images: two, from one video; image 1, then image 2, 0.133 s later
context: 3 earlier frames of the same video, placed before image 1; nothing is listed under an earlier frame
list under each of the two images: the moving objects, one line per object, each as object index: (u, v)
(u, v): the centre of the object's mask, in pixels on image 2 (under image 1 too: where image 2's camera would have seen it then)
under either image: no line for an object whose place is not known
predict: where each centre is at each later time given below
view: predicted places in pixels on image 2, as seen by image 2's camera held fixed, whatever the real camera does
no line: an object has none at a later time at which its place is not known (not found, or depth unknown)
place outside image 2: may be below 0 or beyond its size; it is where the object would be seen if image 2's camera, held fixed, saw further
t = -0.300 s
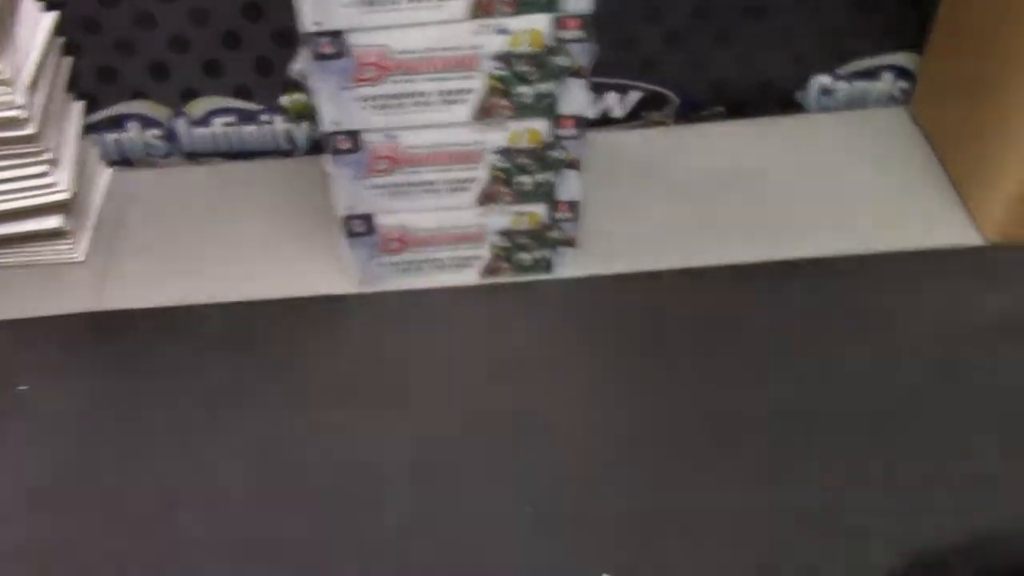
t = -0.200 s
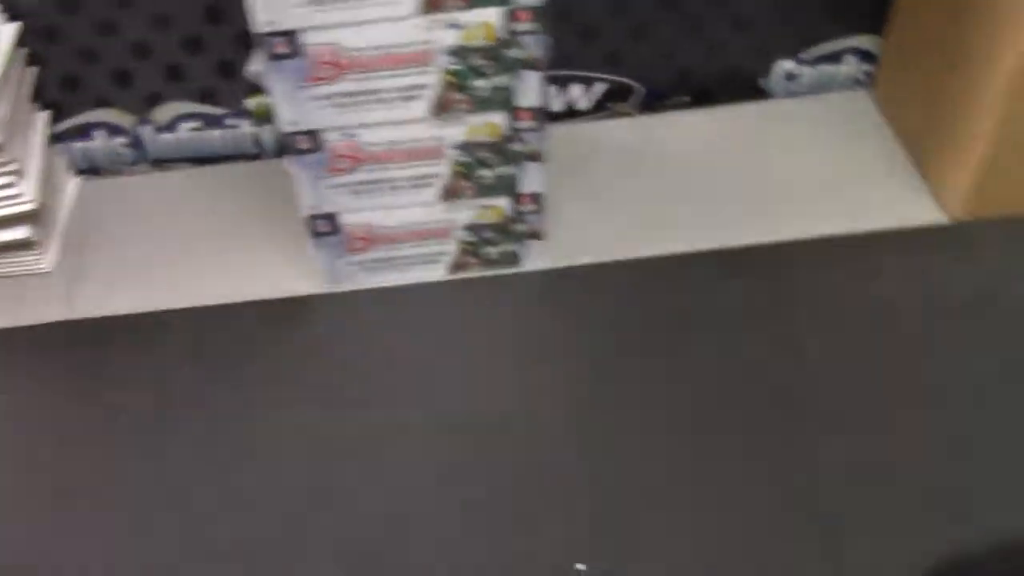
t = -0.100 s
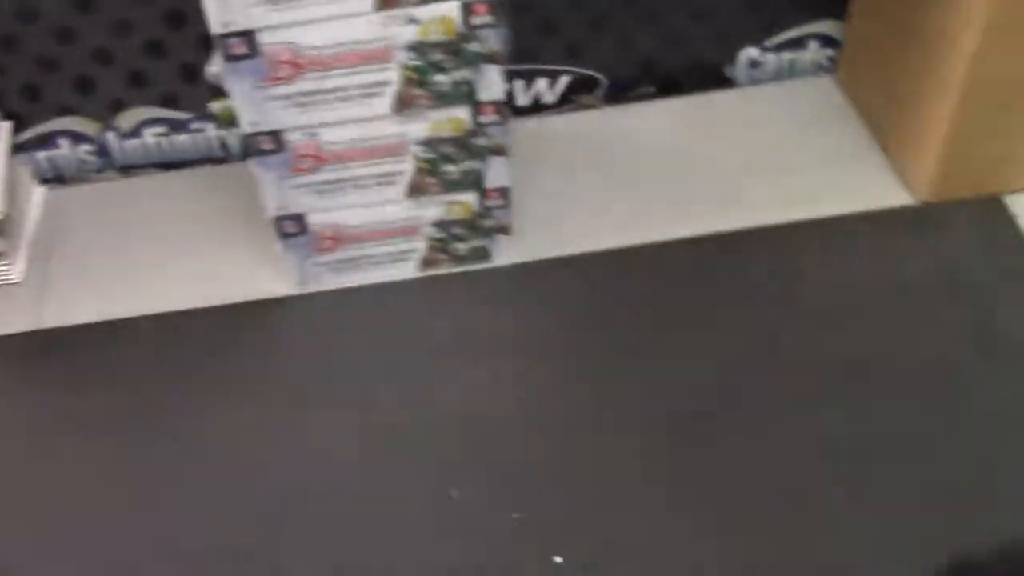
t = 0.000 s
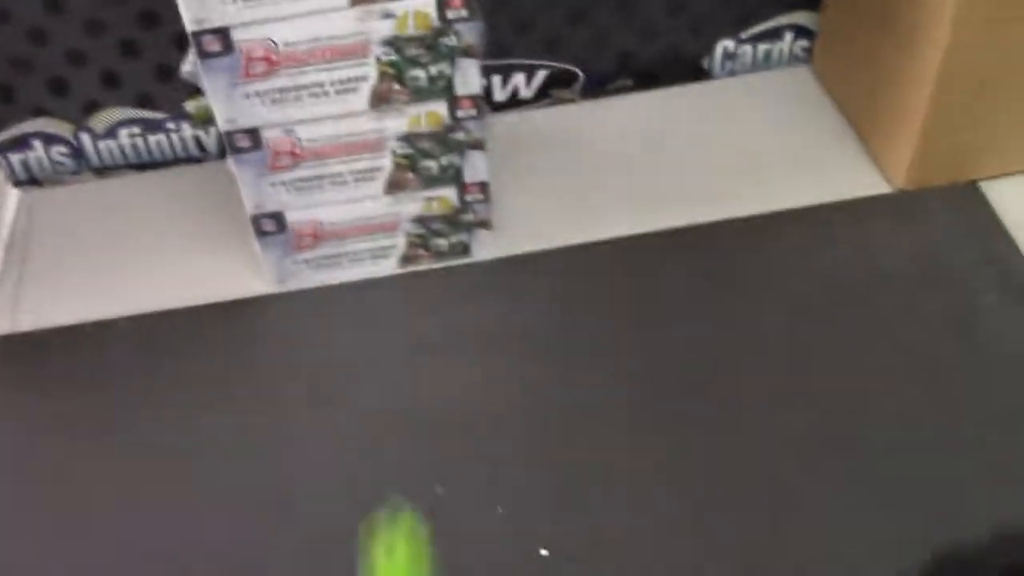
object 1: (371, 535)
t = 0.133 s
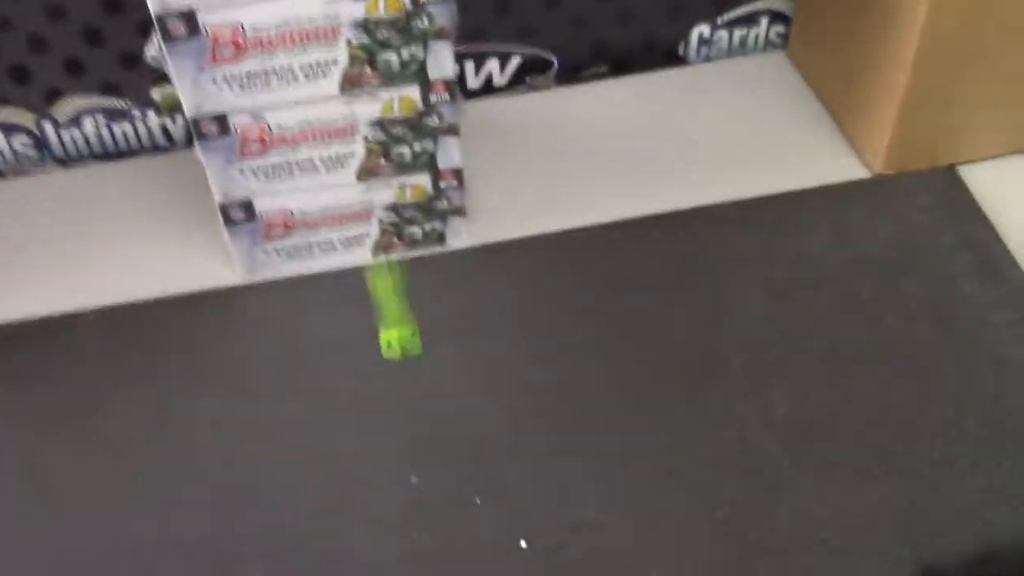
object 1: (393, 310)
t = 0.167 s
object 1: (376, 235)
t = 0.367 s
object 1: (254, 456)
